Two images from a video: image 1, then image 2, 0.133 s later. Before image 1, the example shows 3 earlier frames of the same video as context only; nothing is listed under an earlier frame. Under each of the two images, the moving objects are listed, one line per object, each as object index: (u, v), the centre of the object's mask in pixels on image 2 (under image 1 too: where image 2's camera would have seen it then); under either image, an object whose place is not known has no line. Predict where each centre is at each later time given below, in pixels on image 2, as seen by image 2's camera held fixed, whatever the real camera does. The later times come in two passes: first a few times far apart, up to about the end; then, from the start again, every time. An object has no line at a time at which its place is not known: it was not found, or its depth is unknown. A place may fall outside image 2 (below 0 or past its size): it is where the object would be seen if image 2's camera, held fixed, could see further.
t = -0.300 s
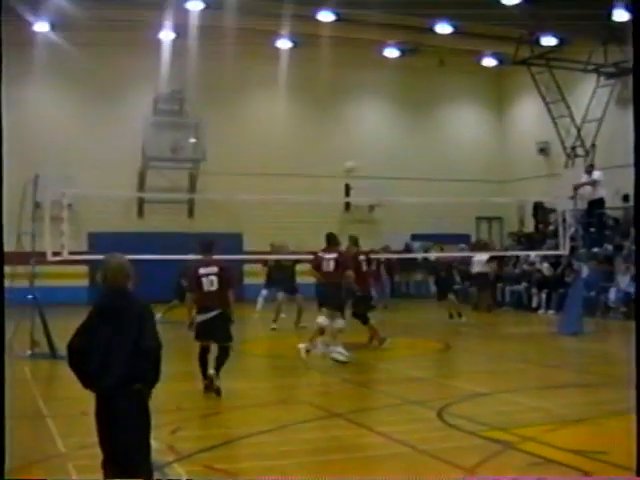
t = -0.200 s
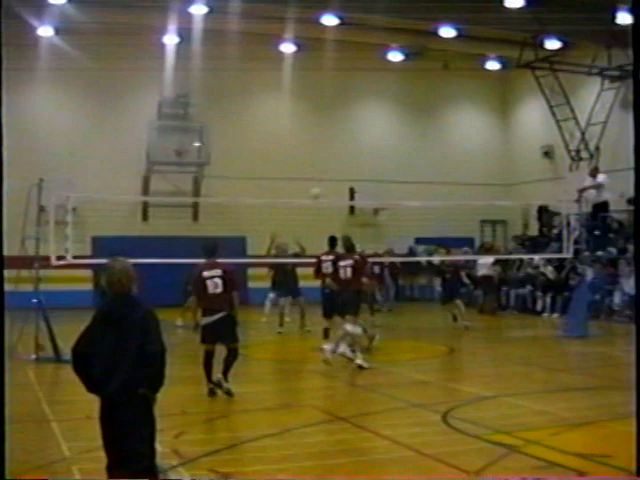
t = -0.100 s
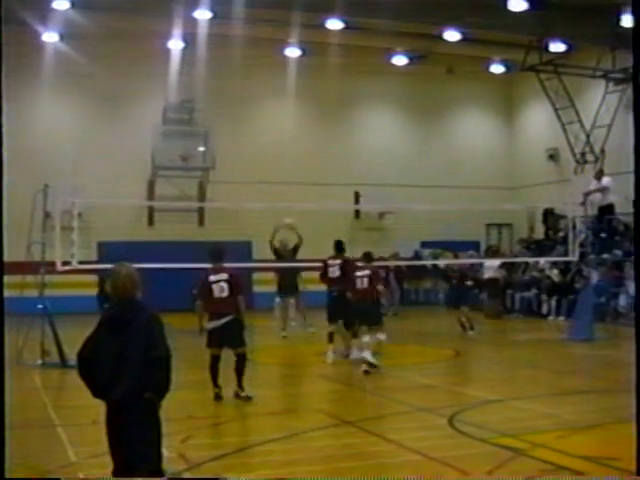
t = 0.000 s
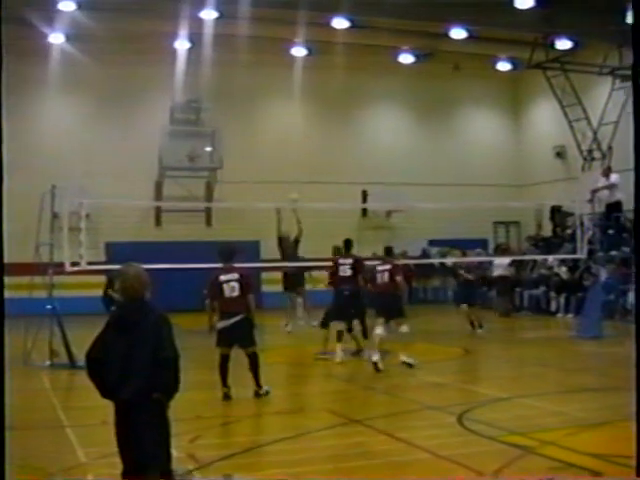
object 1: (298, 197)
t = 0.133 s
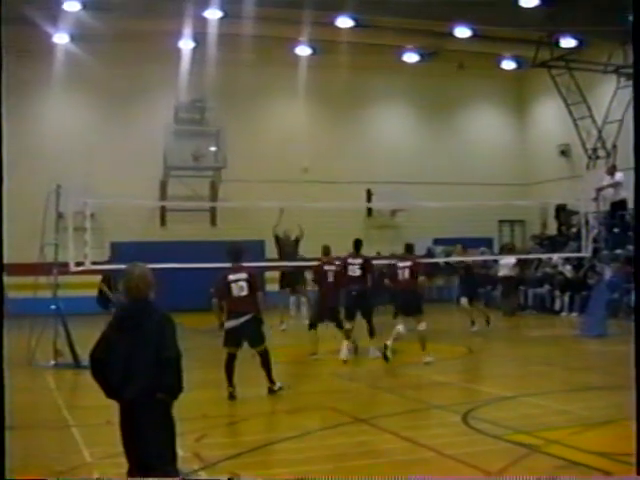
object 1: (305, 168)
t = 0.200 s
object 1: (307, 155)
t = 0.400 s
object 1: (316, 131)
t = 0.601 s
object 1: (326, 127)
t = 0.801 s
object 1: (337, 143)
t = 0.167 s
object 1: (307, 161)
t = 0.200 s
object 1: (307, 155)
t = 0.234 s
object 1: (309, 151)
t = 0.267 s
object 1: (310, 145)
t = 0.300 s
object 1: (313, 140)
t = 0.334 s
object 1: (314, 137)
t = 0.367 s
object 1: (315, 134)
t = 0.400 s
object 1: (316, 131)
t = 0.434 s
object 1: (318, 128)
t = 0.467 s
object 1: (320, 127)
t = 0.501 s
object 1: (321, 126)
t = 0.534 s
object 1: (323, 126)
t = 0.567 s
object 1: (325, 126)
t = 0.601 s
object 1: (326, 127)
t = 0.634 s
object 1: (328, 128)
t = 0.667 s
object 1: (329, 130)
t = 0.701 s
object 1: (332, 132)
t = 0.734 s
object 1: (333, 135)
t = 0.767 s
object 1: (335, 139)
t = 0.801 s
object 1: (337, 143)
